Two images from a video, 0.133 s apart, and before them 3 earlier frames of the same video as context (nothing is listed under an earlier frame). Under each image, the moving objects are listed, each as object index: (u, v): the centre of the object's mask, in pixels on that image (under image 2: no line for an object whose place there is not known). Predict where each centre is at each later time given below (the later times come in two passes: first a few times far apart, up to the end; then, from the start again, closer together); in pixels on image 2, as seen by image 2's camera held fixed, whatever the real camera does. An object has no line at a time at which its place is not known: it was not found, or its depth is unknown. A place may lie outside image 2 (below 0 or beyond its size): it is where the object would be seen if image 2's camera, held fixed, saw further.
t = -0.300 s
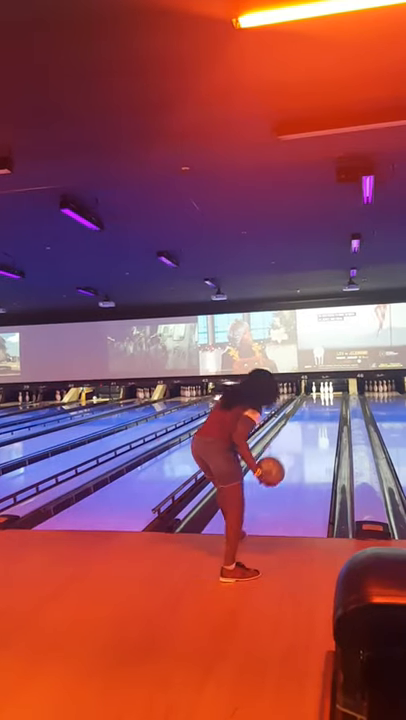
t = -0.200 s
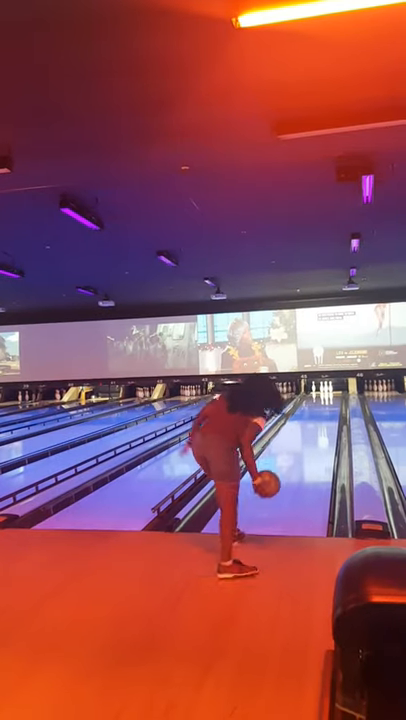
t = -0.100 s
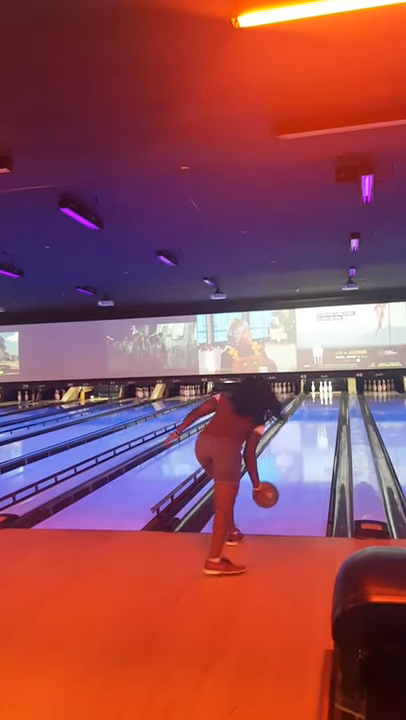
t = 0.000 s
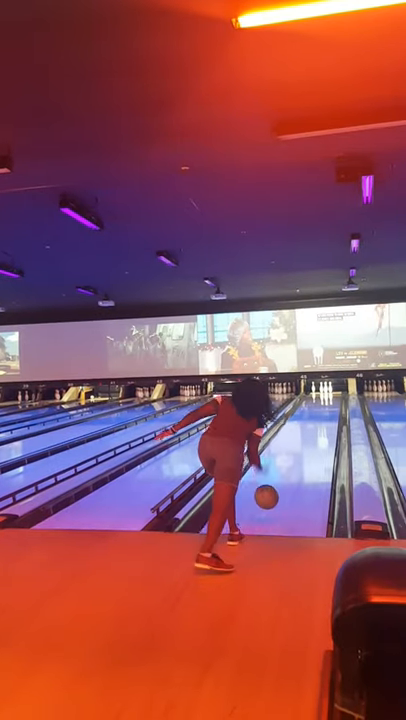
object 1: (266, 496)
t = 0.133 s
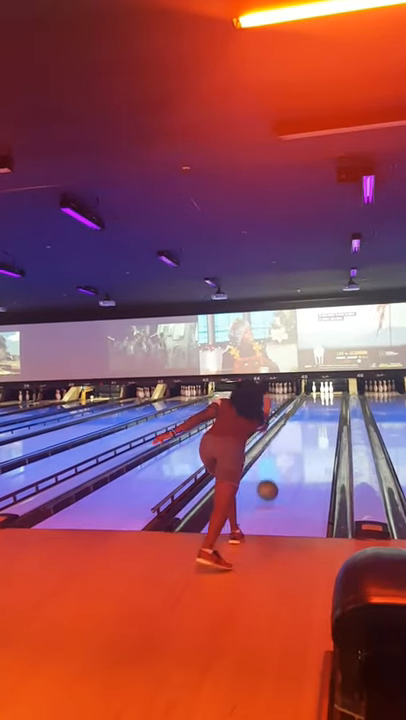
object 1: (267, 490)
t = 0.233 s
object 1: (267, 479)
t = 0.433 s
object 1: (268, 466)
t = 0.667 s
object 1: (268, 452)
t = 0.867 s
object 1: (268, 443)
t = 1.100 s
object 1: (267, 436)
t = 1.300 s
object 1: (273, 430)
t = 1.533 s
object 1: (277, 427)
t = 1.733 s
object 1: (281, 423)
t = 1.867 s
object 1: (283, 422)
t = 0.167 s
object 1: (267, 485)
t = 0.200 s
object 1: (267, 481)
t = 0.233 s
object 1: (267, 479)
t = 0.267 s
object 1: (268, 478)
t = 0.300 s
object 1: (268, 477)
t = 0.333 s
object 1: (268, 473)
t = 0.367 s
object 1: (268, 471)
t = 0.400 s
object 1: (268, 469)
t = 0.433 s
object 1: (268, 466)
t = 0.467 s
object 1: (268, 464)
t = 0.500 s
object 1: (268, 461)
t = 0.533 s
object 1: (268, 459)
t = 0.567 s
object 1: (268, 457)
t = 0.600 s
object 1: (268, 455)
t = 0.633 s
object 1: (268, 453)
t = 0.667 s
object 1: (268, 452)
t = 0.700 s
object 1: (268, 450)
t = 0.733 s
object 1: (267, 448)
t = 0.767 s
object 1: (268, 447)
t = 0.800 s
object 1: (267, 445)
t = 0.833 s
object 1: (268, 444)
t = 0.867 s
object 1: (268, 443)
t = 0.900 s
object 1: (268, 441)
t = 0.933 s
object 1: (268, 440)
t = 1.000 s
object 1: (267, 437)
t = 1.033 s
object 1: (268, 436)
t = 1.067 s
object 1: (267, 436)
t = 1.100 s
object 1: (267, 436)
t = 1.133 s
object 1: (267, 436)
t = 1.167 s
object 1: (268, 435)
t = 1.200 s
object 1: (270, 432)
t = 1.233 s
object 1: (270, 432)
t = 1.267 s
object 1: (273, 430)
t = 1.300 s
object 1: (273, 430)
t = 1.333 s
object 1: (273, 431)
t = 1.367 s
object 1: (274, 430)
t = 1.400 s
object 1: (273, 430)
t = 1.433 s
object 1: (275, 428)
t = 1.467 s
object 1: (275, 428)
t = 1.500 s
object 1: (276, 429)
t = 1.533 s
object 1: (277, 427)
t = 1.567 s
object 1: (278, 427)
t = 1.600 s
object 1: (279, 426)
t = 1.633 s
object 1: (280, 425)
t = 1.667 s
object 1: (281, 424)
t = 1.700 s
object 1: (282, 423)
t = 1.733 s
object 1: (281, 423)
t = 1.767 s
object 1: (282, 424)
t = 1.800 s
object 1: (282, 423)
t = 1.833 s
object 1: (283, 422)
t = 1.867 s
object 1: (283, 422)
